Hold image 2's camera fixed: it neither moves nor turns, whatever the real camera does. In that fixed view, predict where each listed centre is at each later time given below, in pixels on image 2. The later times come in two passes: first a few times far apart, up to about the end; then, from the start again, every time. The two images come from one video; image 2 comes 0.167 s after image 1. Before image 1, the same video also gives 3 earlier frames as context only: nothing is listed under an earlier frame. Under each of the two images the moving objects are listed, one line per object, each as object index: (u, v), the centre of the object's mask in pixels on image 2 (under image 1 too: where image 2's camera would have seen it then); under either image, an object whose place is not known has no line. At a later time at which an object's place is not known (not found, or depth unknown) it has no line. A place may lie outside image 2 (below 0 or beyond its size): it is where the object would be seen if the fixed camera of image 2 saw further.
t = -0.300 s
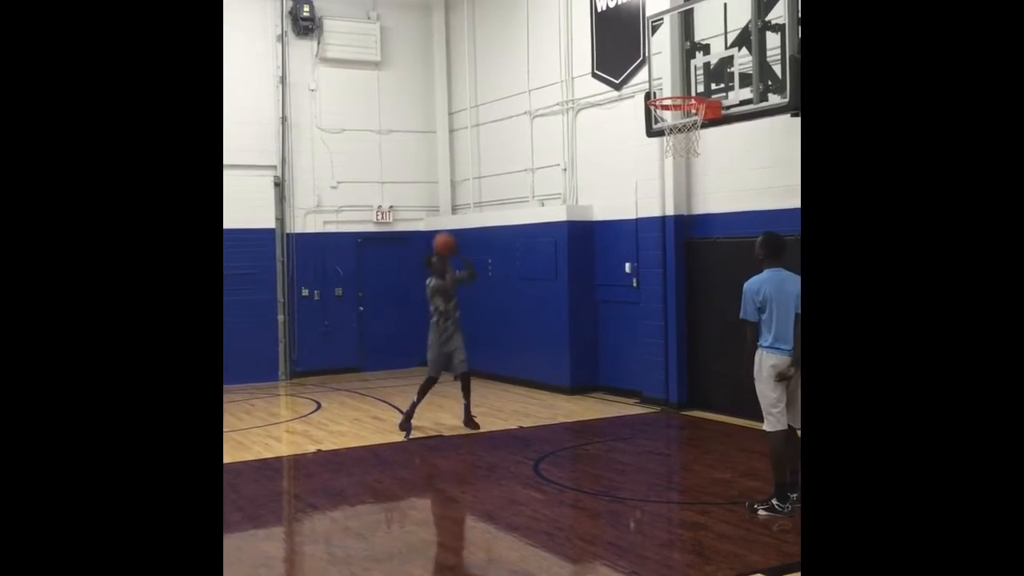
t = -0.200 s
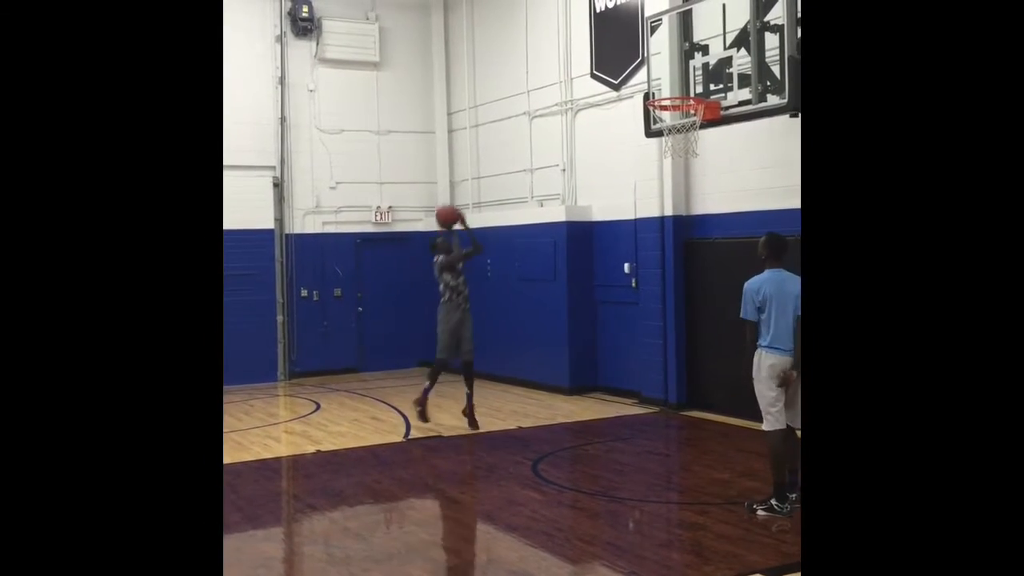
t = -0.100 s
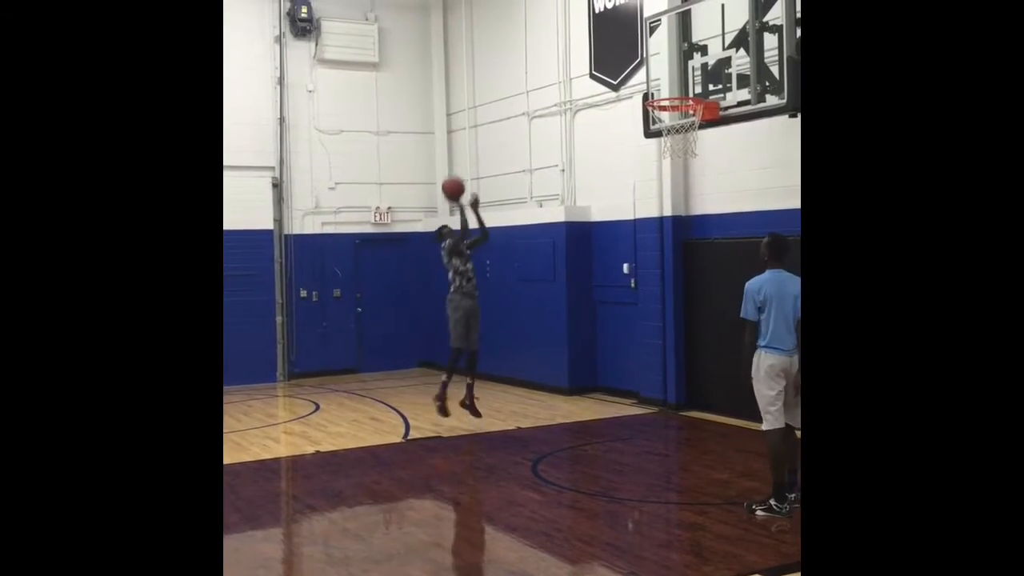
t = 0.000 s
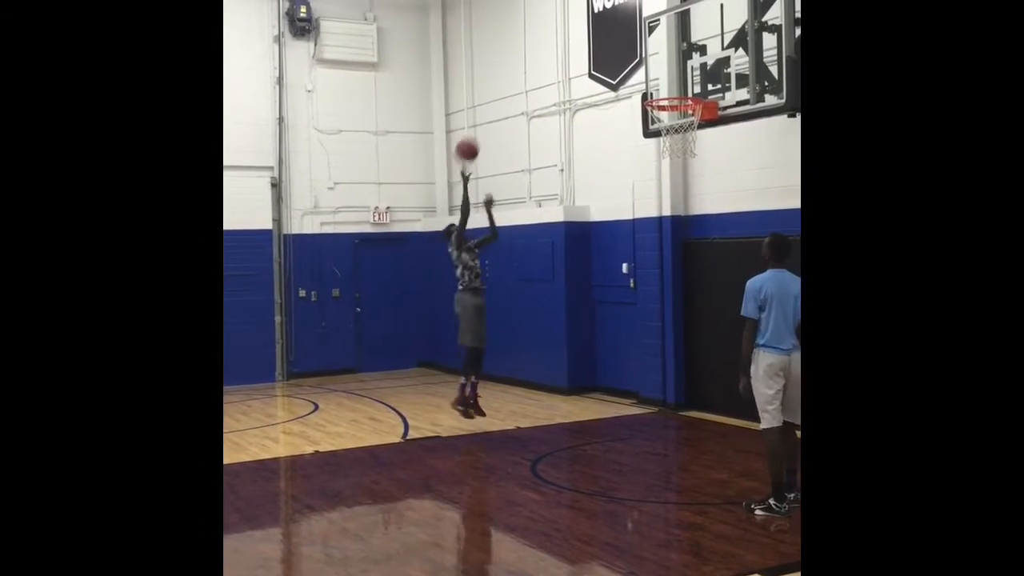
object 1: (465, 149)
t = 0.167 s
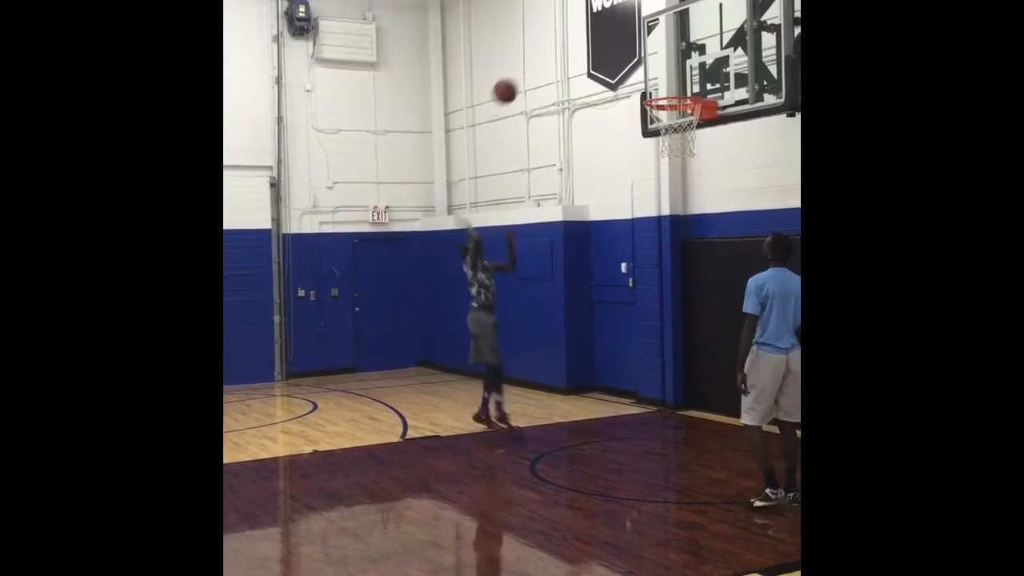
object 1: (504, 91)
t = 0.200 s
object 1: (513, 82)
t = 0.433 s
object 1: (574, 51)
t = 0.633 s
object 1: (631, 69)
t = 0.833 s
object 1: (693, 127)
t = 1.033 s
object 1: (716, 167)
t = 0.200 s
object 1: (513, 82)
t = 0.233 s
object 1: (521, 75)
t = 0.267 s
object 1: (530, 68)
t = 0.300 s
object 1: (538, 62)
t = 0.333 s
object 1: (547, 58)
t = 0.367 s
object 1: (556, 54)
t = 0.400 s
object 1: (565, 52)
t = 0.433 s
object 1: (574, 51)
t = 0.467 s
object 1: (583, 51)
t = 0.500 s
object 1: (592, 53)
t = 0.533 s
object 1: (602, 54)
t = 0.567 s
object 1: (610, 58)
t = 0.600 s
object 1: (620, 63)
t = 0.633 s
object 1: (631, 69)
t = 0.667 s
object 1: (643, 77)
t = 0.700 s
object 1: (653, 86)
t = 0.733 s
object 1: (665, 91)
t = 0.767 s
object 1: (676, 110)
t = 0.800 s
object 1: (685, 121)
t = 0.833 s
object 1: (693, 127)
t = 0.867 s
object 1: (696, 131)
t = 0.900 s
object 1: (700, 134)
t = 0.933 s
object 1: (704, 142)
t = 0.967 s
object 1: (708, 149)
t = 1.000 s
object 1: (712, 157)
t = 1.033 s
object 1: (716, 167)
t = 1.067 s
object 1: (720, 179)
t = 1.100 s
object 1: (724, 192)
